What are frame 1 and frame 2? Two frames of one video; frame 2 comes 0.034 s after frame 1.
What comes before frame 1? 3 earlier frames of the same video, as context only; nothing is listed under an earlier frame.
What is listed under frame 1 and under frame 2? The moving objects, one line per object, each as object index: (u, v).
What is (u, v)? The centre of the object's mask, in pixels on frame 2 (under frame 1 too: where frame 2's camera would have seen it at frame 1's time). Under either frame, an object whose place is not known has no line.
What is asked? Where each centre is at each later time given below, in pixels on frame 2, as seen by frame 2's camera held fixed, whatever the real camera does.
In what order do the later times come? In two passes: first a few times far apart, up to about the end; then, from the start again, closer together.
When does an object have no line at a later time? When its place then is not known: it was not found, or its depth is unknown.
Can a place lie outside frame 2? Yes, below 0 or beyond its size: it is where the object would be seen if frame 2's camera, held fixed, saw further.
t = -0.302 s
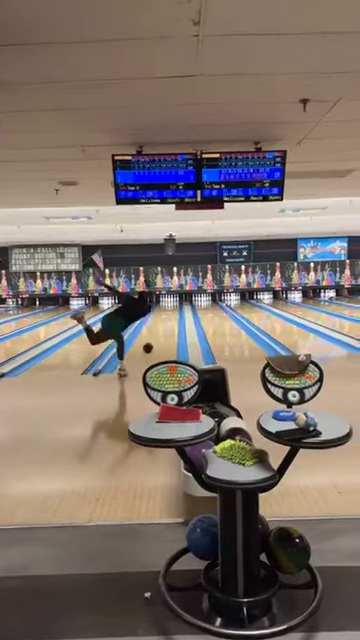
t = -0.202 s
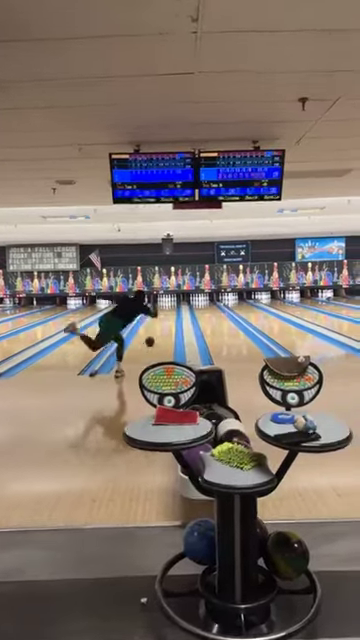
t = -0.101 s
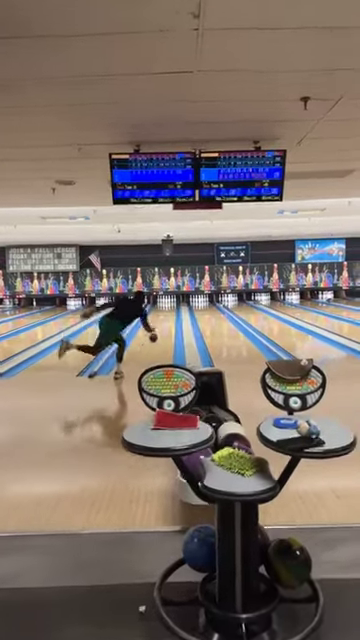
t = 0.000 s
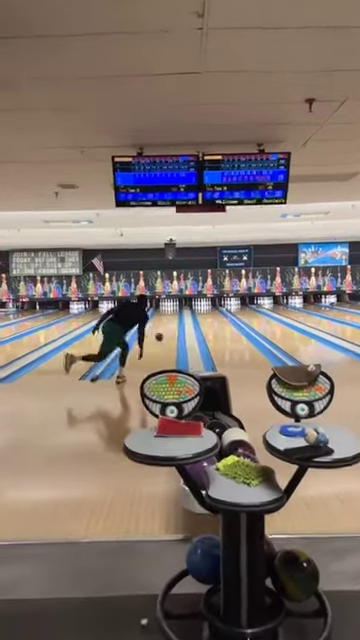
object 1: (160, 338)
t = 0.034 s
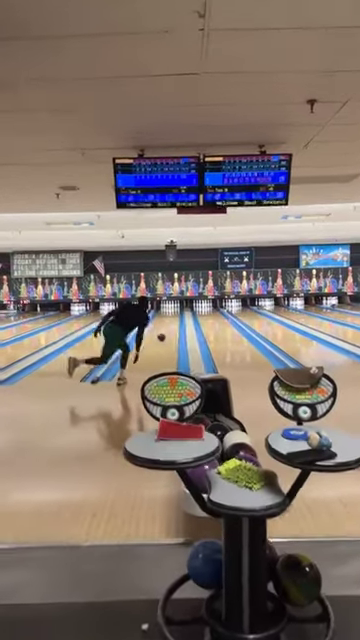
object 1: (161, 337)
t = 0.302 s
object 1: (167, 327)
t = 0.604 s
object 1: (173, 320)
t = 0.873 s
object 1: (175, 316)
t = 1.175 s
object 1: (177, 312)
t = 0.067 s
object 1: (162, 335)
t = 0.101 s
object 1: (163, 334)
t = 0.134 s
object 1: (164, 333)
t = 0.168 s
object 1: (165, 331)
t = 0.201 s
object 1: (166, 330)
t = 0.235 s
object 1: (166, 329)
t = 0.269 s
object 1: (166, 328)
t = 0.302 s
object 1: (167, 327)
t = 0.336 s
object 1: (168, 326)
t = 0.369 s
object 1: (168, 325)
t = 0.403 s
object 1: (169, 323)
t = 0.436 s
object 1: (170, 323)
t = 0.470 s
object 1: (170, 322)
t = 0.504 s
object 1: (170, 322)
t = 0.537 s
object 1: (172, 321)
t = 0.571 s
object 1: (172, 320)
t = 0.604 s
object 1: (173, 320)
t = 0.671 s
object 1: (173, 318)
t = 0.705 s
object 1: (173, 318)
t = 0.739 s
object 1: (174, 317)
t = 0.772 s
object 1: (175, 317)
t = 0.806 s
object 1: (174, 317)
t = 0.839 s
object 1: (175, 316)
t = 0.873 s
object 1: (175, 316)
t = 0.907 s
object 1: (175, 314)
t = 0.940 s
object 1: (175, 314)
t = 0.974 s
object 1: (176, 313)
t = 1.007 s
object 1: (176, 313)
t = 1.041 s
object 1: (176, 313)
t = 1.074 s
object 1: (177, 312)
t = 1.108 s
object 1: (176, 313)
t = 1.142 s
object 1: (177, 312)
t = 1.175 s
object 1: (177, 312)
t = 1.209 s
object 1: (177, 312)
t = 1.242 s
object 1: (177, 311)
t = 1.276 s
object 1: (177, 310)
